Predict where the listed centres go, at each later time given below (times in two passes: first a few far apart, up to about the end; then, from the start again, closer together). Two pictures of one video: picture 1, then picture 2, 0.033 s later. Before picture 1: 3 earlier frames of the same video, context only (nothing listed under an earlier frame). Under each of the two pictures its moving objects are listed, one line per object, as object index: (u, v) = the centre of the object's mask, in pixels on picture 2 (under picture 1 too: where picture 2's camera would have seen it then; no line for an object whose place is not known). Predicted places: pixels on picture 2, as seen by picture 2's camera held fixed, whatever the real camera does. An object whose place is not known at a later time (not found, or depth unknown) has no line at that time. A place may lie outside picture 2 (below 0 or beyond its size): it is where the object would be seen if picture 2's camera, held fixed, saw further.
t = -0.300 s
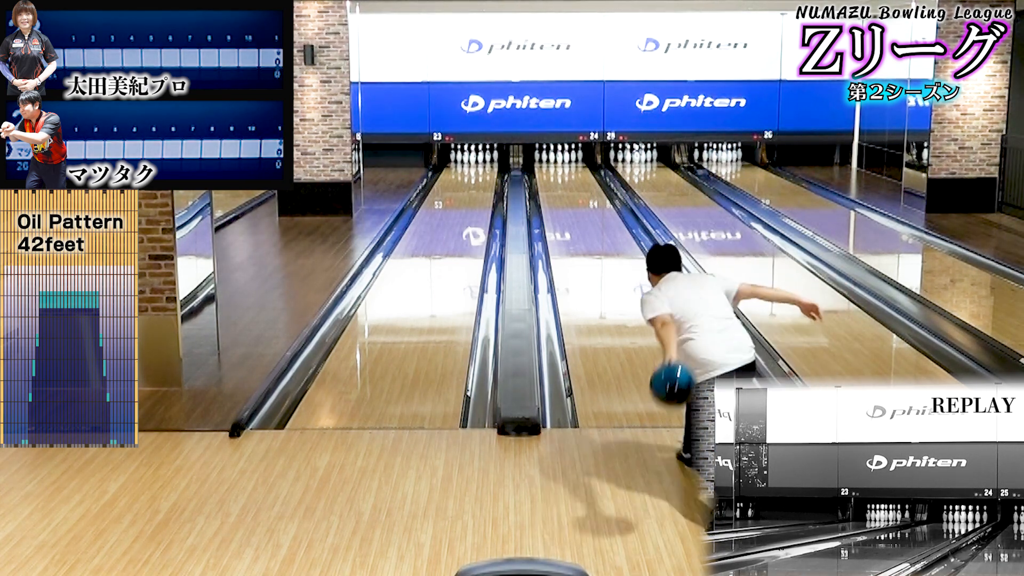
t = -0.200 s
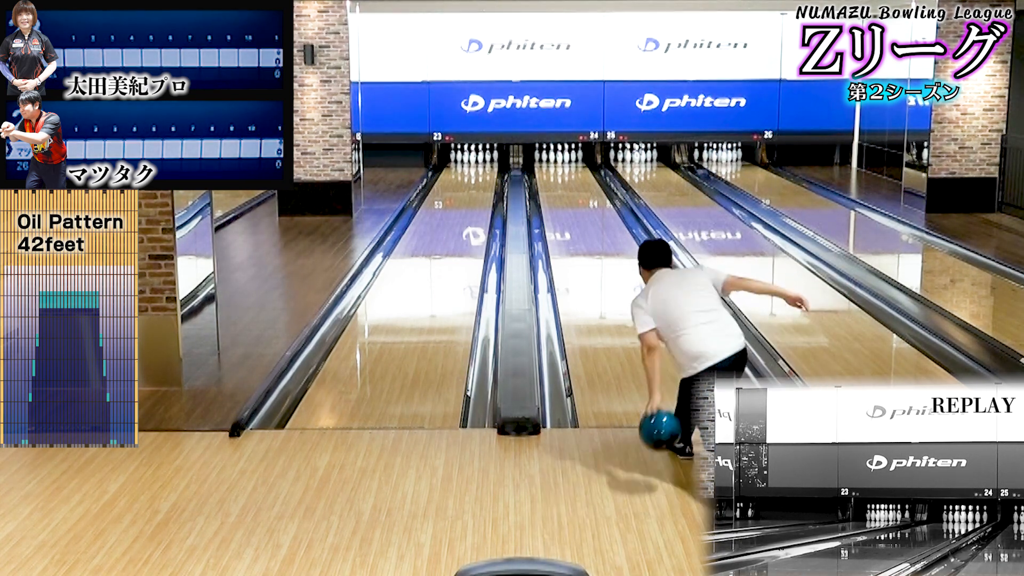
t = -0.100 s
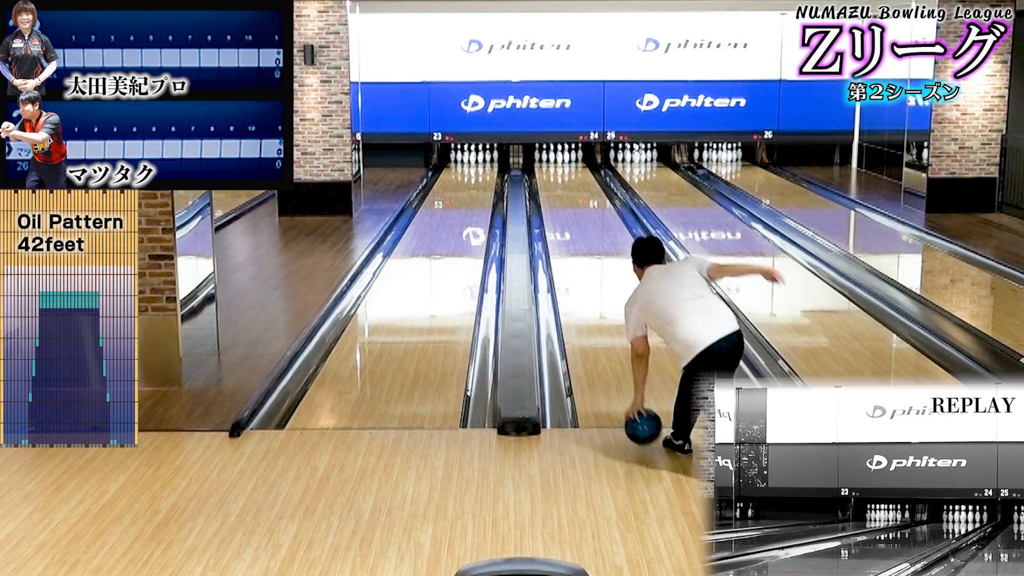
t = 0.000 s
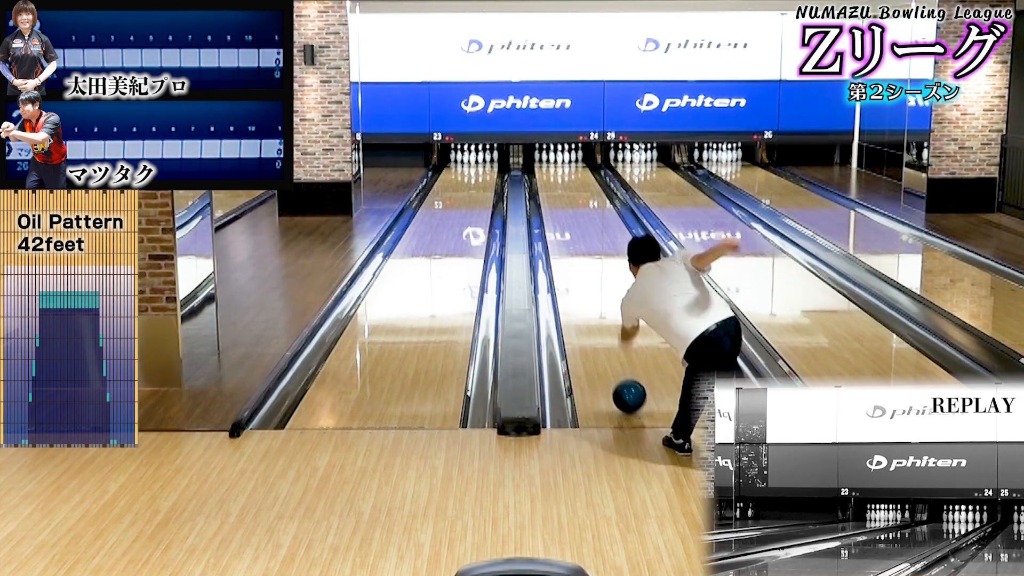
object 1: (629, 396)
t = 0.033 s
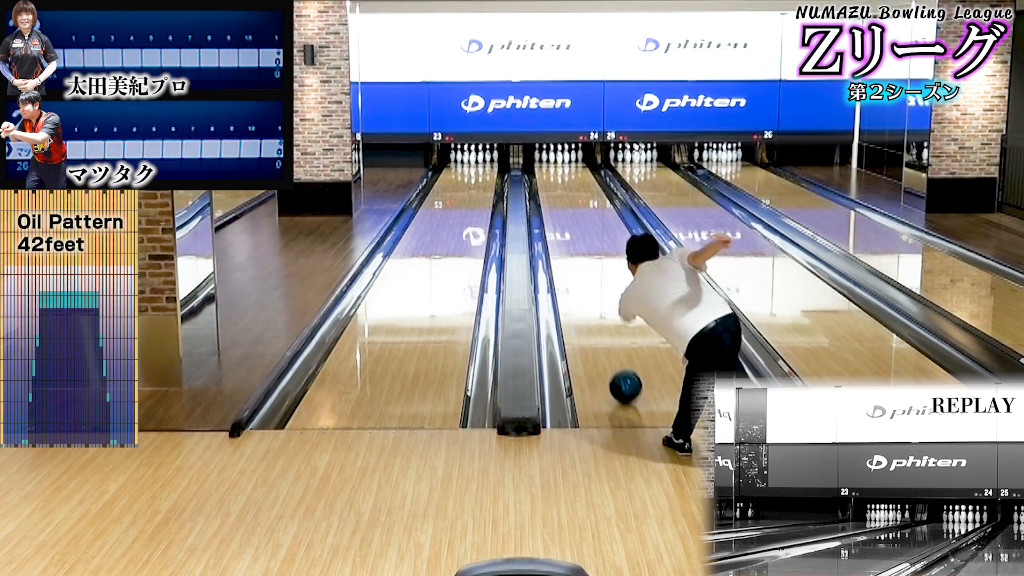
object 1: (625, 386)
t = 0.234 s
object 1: (607, 337)
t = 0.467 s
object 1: (591, 294)
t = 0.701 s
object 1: (580, 263)
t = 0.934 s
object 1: (572, 239)
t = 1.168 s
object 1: (566, 221)
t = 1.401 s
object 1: (560, 206)
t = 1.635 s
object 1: (556, 193)
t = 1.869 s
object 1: (553, 183)
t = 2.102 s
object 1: (552, 174)
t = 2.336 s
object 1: (552, 167)
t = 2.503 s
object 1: (554, 163)
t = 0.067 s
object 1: (622, 377)
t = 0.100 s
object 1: (618, 368)
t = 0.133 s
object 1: (615, 360)
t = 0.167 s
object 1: (612, 352)
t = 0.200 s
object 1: (610, 344)
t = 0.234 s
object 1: (607, 337)
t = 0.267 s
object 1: (604, 329)
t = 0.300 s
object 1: (602, 323)
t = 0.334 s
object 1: (599, 317)
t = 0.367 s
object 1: (597, 311)
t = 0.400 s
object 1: (595, 305)
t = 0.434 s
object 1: (593, 299)
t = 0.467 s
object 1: (591, 294)
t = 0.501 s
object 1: (590, 289)
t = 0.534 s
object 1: (588, 284)
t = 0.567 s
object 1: (586, 280)
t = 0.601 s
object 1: (584, 275)
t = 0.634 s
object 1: (583, 271)
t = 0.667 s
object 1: (582, 267)
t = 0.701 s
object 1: (580, 263)
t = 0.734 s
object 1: (579, 259)
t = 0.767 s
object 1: (578, 255)
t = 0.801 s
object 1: (576, 252)
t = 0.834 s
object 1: (575, 249)
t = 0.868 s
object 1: (574, 246)
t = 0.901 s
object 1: (573, 242)
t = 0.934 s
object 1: (572, 239)
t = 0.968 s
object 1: (571, 236)
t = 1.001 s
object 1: (570, 234)
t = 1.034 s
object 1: (569, 231)
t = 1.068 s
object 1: (568, 228)
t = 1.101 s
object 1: (567, 226)
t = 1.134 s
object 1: (566, 223)
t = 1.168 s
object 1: (566, 221)
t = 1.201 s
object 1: (565, 218)
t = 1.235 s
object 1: (564, 216)
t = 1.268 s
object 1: (563, 214)
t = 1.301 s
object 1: (562, 212)
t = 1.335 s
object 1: (561, 210)
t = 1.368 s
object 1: (561, 207)
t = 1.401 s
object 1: (560, 206)
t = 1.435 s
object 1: (559, 204)
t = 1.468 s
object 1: (559, 202)
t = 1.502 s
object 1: (558, 200)
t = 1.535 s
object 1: (558, 198)
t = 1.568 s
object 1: (558, 196)
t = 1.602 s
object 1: (557, 195)
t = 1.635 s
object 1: (556, 193)
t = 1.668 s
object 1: (556, 191)
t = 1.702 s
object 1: (555, 190)
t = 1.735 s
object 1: (555, 188)
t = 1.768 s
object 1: (554, 186)
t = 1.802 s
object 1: (554, 185)
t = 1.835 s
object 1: (554, 184)
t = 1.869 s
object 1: (553, 183)
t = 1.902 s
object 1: (553, 181)
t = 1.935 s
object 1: (553, 180)
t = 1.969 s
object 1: (552, 179)
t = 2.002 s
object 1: (552, 177)
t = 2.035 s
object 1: (552, 176)
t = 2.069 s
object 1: (552, 175)
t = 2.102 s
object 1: (552, 174)
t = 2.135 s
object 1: (552, 172)
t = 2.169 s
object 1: (552, 172)
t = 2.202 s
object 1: (552, 171)
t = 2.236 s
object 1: (552, 169)
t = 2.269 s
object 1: (552, 168)
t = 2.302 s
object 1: (552, 167)
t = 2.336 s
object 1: (552, 167)
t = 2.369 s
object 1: (553, 166)
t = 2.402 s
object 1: (553, 165)
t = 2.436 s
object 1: (553, 164)
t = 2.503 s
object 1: (554, 163)
